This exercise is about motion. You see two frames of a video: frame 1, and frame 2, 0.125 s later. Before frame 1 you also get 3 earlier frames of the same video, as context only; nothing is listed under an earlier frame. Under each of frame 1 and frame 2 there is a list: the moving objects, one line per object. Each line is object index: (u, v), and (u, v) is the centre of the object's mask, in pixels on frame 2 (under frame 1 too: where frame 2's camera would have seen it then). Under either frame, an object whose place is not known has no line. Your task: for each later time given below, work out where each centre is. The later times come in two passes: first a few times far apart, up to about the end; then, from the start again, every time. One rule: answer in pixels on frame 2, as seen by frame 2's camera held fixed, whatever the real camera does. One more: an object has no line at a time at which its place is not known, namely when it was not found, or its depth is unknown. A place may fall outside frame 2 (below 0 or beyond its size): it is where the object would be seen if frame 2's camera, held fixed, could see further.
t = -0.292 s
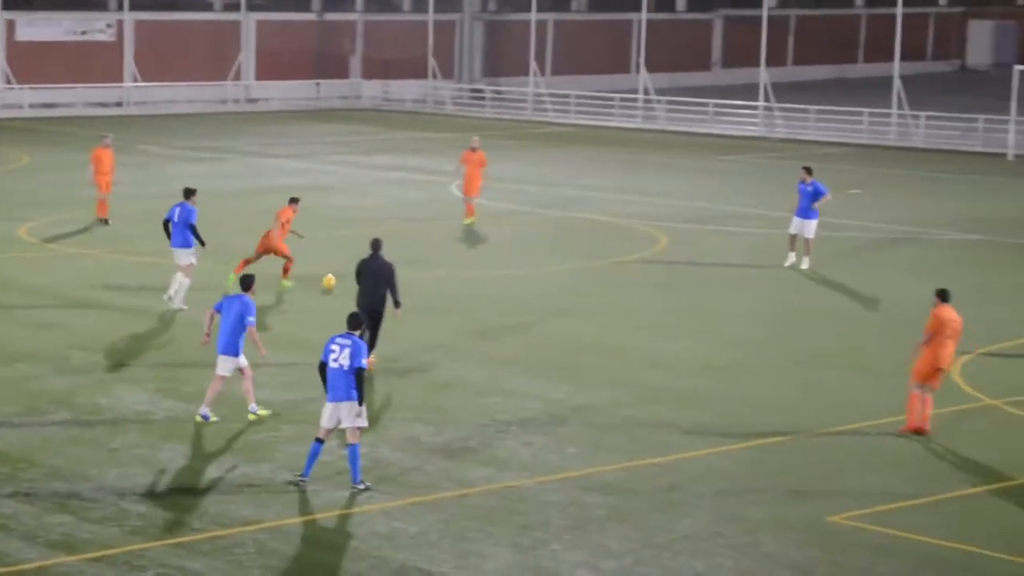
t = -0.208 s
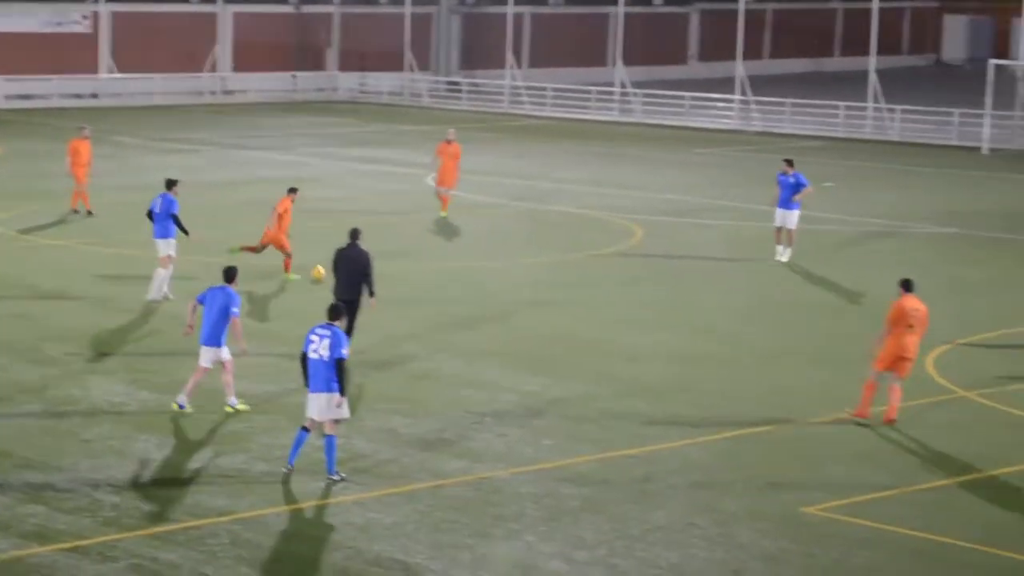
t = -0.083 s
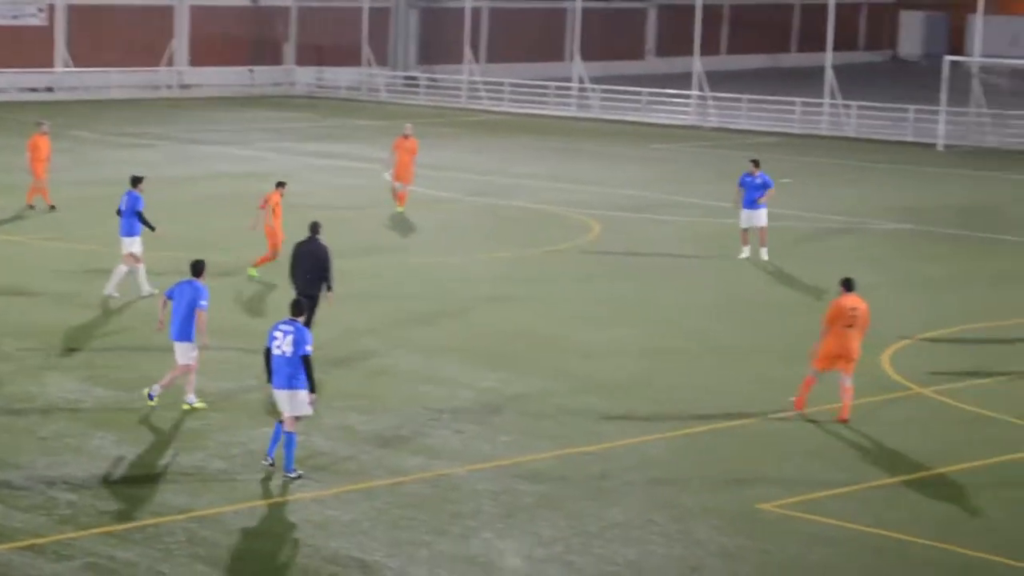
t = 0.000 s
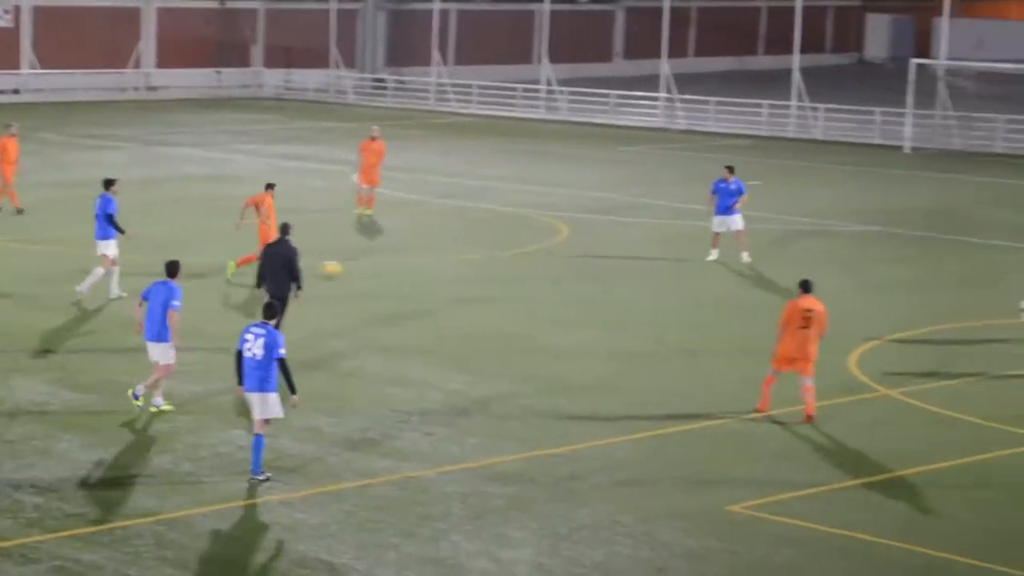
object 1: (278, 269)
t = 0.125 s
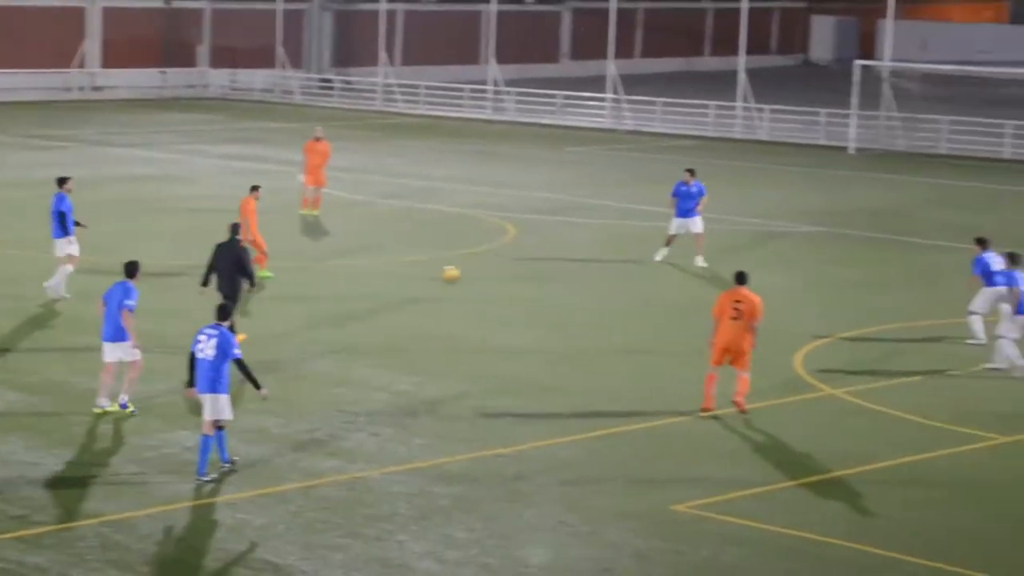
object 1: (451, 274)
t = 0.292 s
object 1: (629, 275)
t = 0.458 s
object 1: (793, 274)
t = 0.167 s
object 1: (495, 273)
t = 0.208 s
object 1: (539, 272)
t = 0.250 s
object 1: (585, 273)
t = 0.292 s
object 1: (629, 275)
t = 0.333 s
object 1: (671, 276)
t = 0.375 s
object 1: (713, 274)
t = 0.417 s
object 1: (753, 274)
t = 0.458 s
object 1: (793, 274)
